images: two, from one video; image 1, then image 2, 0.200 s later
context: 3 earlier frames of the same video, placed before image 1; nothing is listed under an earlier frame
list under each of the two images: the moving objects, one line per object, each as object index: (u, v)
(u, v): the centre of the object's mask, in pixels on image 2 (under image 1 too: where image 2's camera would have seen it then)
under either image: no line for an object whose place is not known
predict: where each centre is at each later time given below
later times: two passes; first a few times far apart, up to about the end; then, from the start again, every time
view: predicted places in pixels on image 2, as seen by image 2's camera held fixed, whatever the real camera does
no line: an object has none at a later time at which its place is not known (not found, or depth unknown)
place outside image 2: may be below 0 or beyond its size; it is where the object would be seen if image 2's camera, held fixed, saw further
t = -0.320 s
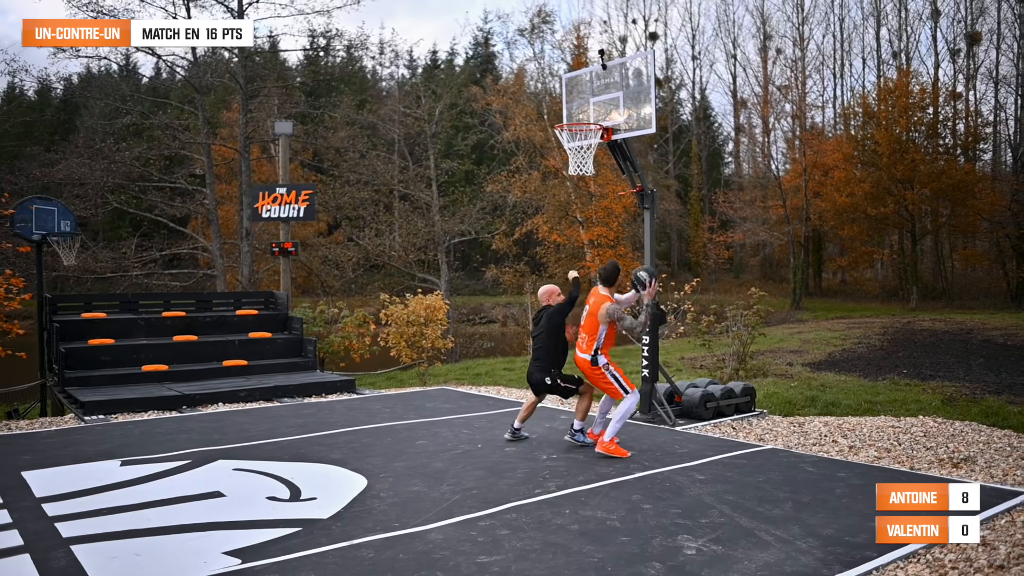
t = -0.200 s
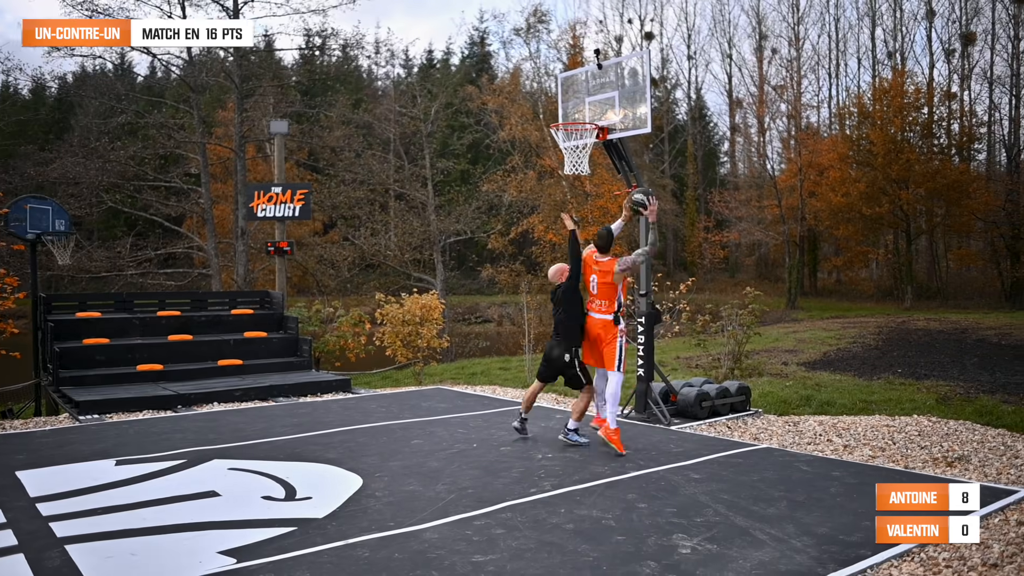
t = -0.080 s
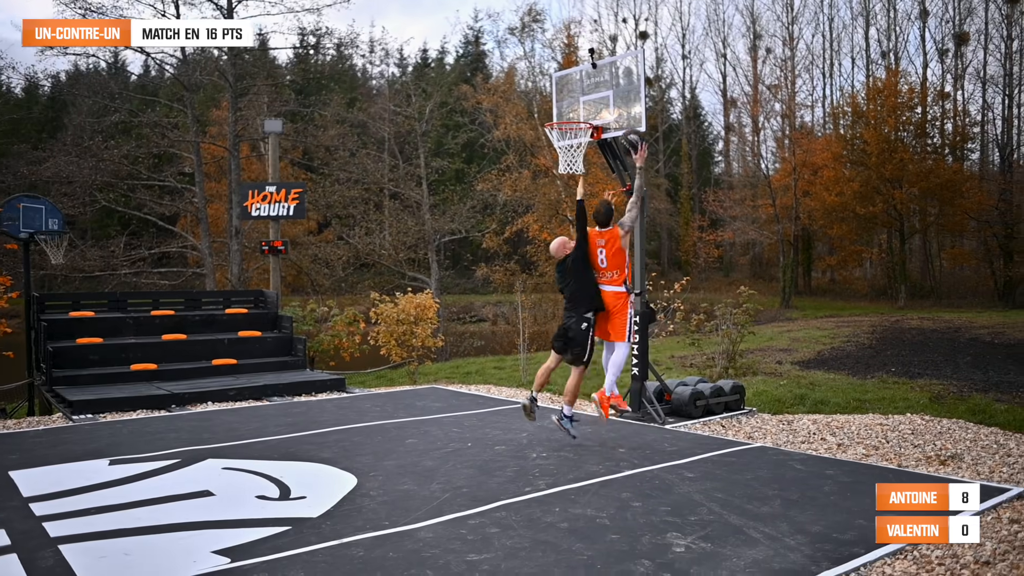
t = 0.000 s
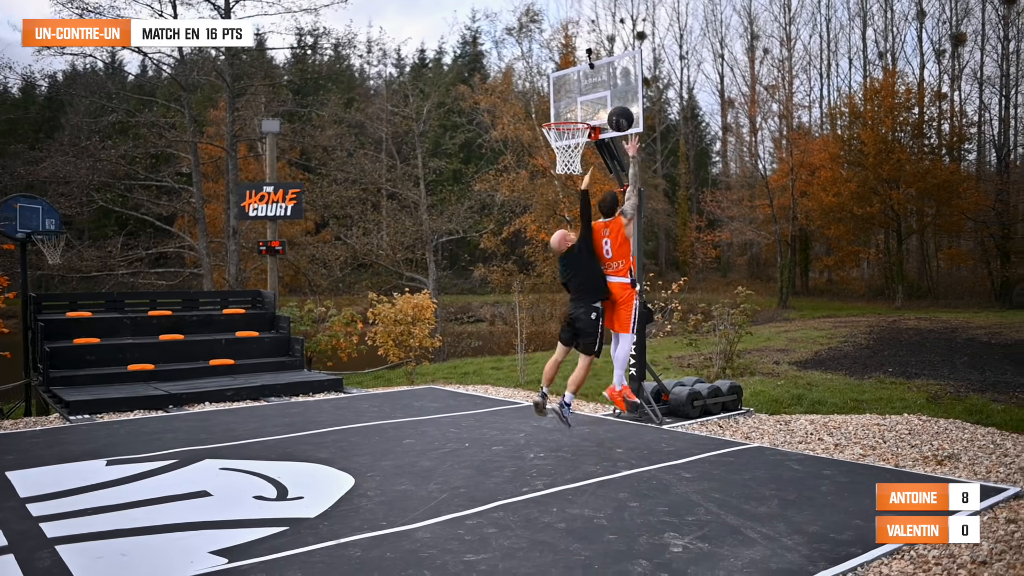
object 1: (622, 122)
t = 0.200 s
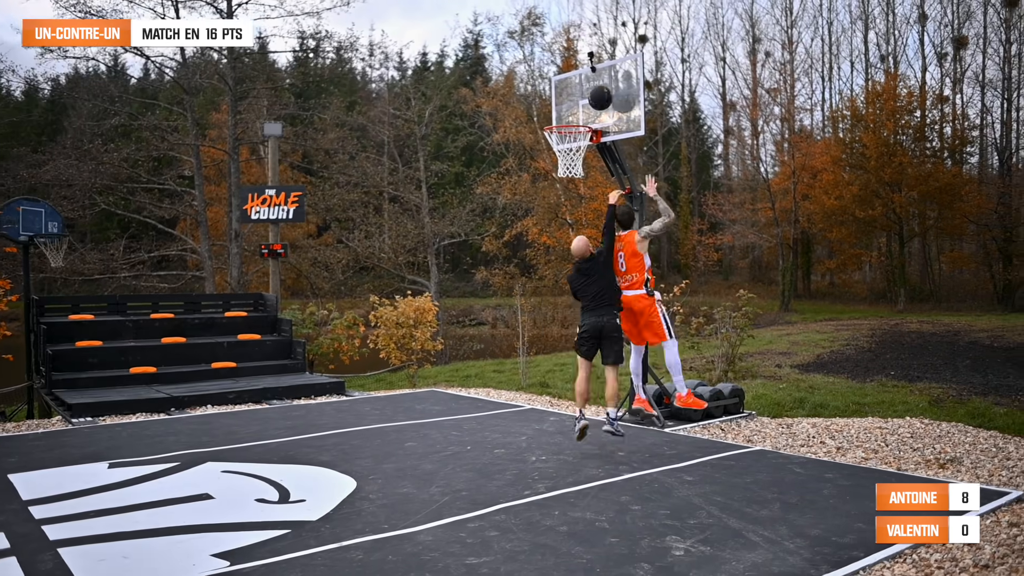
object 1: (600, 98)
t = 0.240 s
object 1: (596, 98)
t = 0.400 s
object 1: (567, 110)
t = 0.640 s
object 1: (549, 117)
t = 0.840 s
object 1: (552, 114)
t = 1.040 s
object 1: (556, 113)
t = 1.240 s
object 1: (553, 128)
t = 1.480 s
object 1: (549, 200)
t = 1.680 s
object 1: (547, 308)
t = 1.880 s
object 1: (548, 420)
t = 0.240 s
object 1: (596, 98)
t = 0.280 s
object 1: (589, 99)
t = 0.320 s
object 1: (582, 101)
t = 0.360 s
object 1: (575, 105)
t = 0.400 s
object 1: (567, 110)
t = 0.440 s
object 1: (560, 116)
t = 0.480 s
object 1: (556, 118)
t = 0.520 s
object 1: (554, 117)
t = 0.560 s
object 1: (551, 117)
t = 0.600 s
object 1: (550, 117)
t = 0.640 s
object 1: (549, 117)
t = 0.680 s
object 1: (549, 117)
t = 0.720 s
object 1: (549, 116)
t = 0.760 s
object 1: (550, 116)
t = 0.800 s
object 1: (550, 115)
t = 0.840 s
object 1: (552, 114)
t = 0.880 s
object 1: (553, 114)
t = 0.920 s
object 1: (554, 113)
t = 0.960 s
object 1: (555, 113)
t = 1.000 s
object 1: (555, 113)
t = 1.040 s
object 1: (556, 113)
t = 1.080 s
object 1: (555, 114)
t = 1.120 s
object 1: (555, 114)
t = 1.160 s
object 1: (554, 117)
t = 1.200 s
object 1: (553, 122)
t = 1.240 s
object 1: (553, 128)
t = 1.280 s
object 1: (552, 135)
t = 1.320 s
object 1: (552, 144)
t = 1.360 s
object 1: (551, 156)
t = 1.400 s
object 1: (550, 168)
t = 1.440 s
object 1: (550, 183)
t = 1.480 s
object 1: (549, 200)
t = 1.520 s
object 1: (549, 218)
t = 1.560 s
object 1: (549, 238)
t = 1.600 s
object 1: (548, 259)
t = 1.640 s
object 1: (548, 282)
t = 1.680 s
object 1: (547, 308)
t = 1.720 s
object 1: (547, 335)
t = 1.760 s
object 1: (547, 363)
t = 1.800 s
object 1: (547, 393)
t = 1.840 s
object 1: (547, 425)
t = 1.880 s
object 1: (548, 420)
